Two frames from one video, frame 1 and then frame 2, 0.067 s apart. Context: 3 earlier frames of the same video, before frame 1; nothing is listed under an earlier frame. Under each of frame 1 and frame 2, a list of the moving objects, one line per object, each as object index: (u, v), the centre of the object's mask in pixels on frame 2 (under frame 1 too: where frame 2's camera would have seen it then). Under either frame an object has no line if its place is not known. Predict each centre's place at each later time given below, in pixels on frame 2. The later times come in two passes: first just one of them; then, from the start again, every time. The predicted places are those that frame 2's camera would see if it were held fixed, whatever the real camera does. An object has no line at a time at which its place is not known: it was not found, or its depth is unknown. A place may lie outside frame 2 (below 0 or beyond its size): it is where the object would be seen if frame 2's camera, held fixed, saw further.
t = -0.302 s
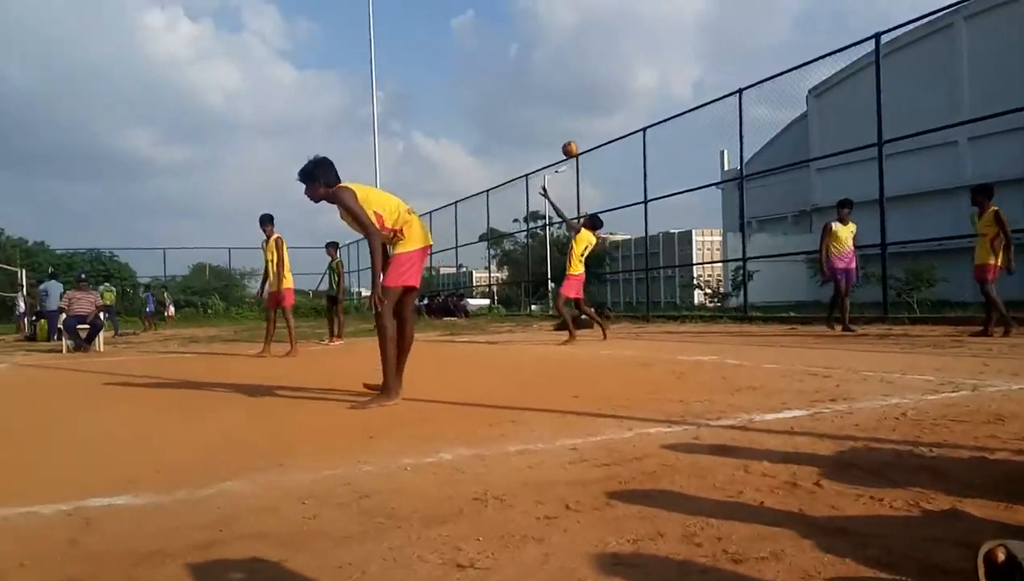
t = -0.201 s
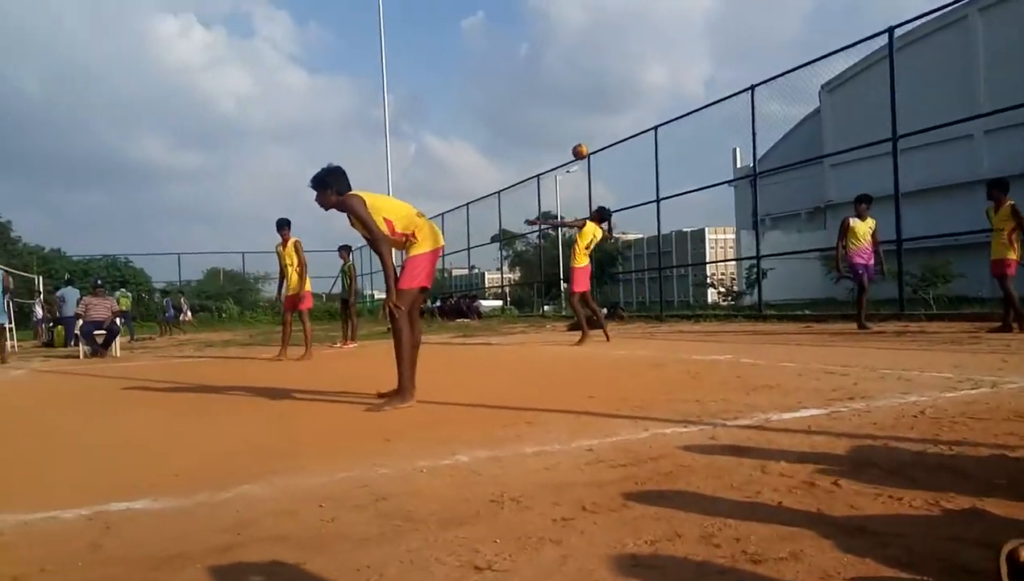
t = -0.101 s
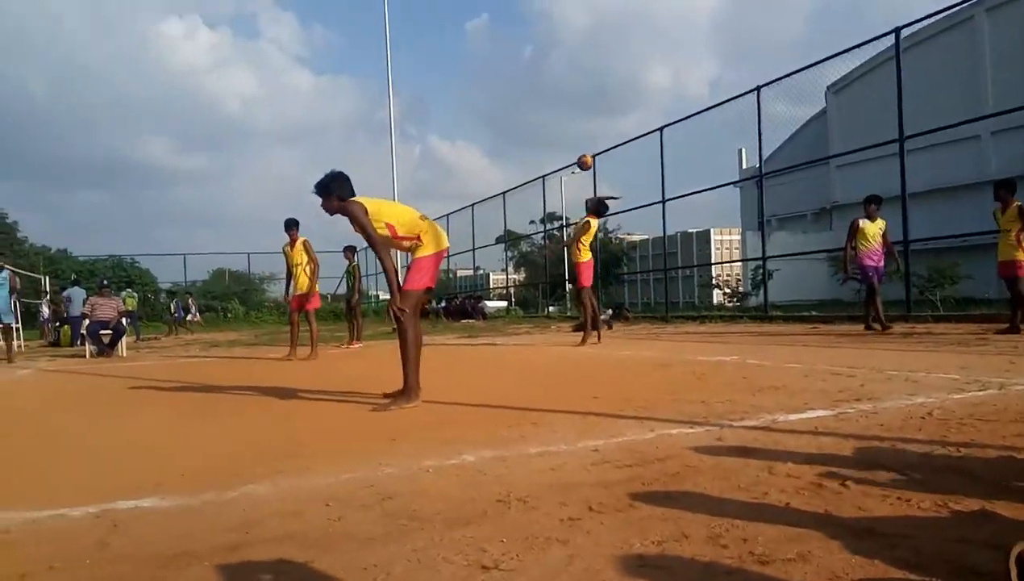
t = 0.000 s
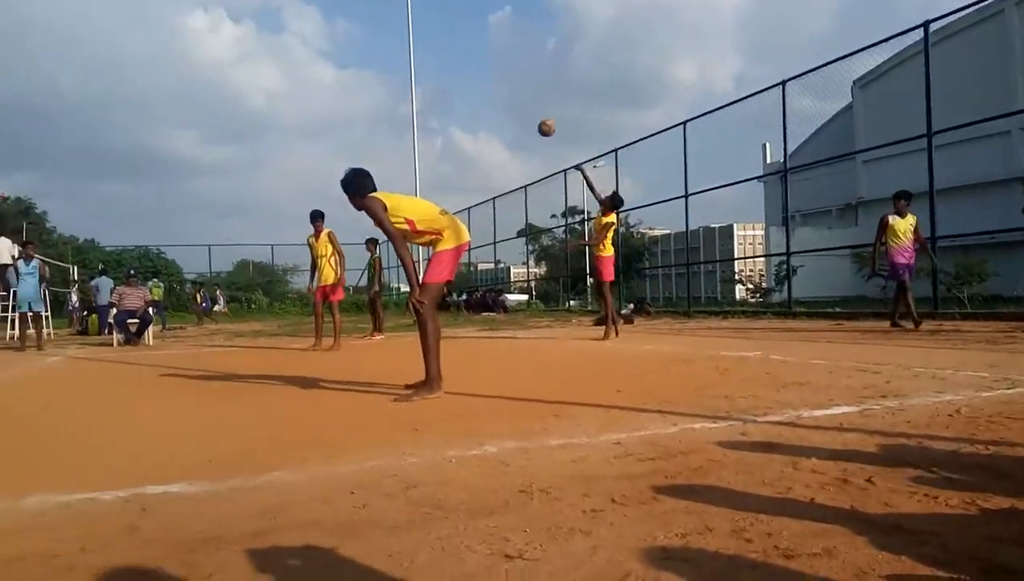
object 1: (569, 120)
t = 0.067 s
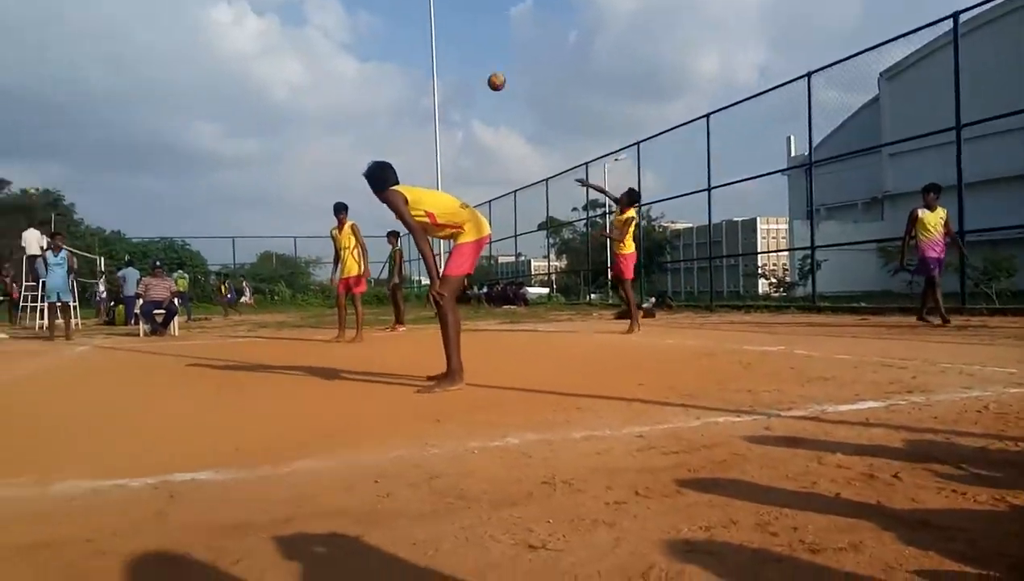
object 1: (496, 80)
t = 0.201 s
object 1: (330, 10)
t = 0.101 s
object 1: (458, 62)
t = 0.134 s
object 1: (418, 43)
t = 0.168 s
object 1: (376, 23)
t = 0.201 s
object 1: (330, 10)
